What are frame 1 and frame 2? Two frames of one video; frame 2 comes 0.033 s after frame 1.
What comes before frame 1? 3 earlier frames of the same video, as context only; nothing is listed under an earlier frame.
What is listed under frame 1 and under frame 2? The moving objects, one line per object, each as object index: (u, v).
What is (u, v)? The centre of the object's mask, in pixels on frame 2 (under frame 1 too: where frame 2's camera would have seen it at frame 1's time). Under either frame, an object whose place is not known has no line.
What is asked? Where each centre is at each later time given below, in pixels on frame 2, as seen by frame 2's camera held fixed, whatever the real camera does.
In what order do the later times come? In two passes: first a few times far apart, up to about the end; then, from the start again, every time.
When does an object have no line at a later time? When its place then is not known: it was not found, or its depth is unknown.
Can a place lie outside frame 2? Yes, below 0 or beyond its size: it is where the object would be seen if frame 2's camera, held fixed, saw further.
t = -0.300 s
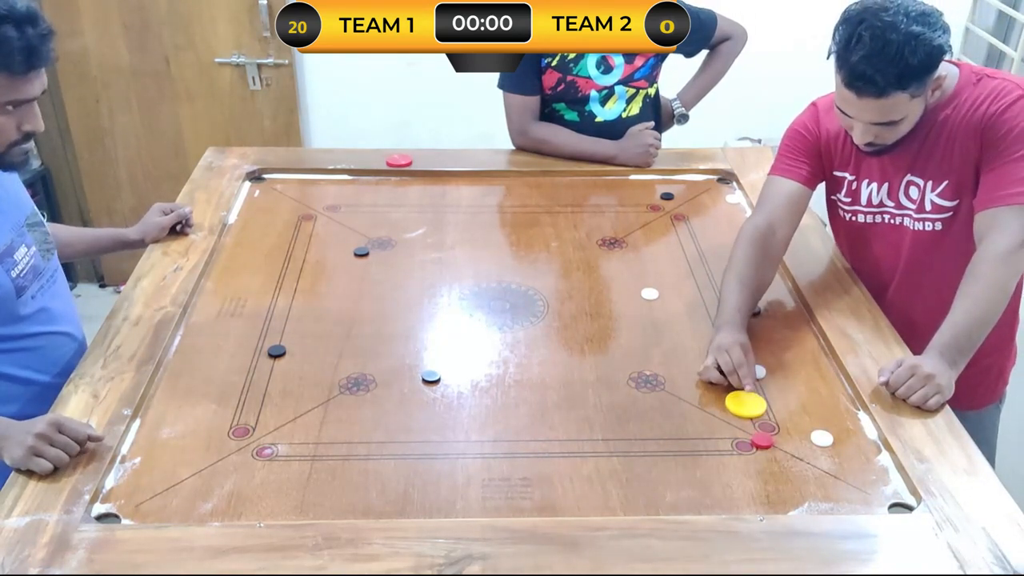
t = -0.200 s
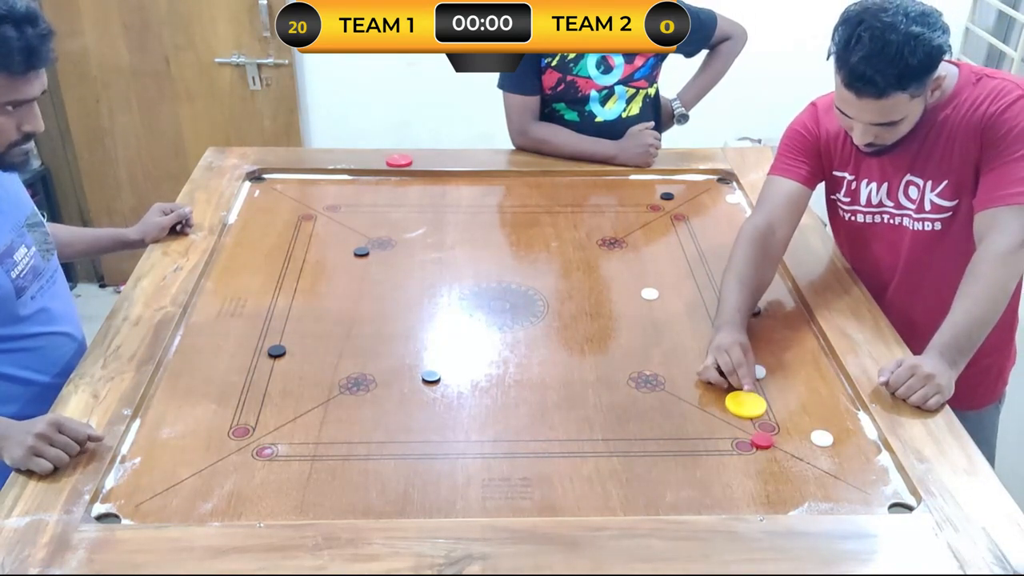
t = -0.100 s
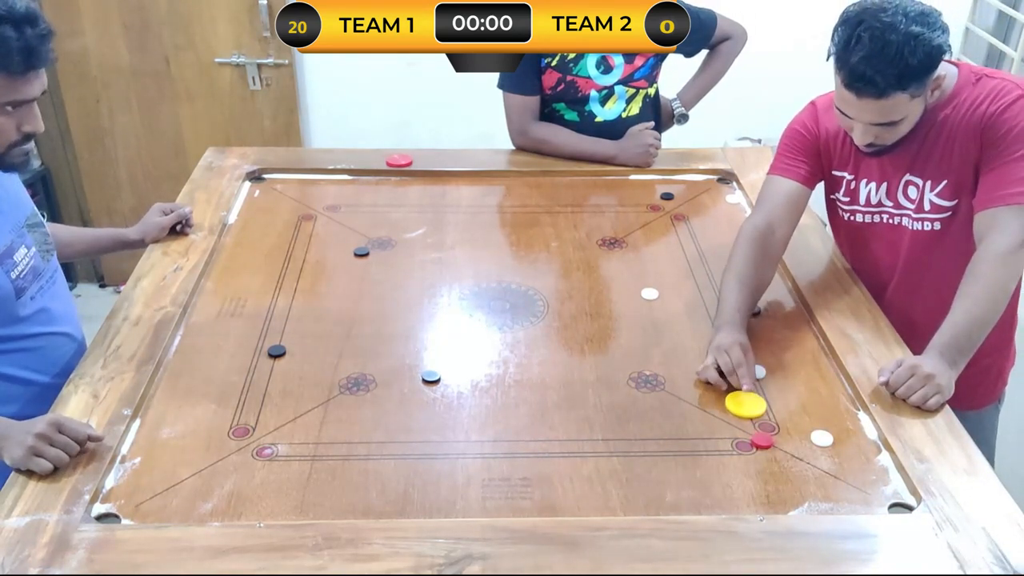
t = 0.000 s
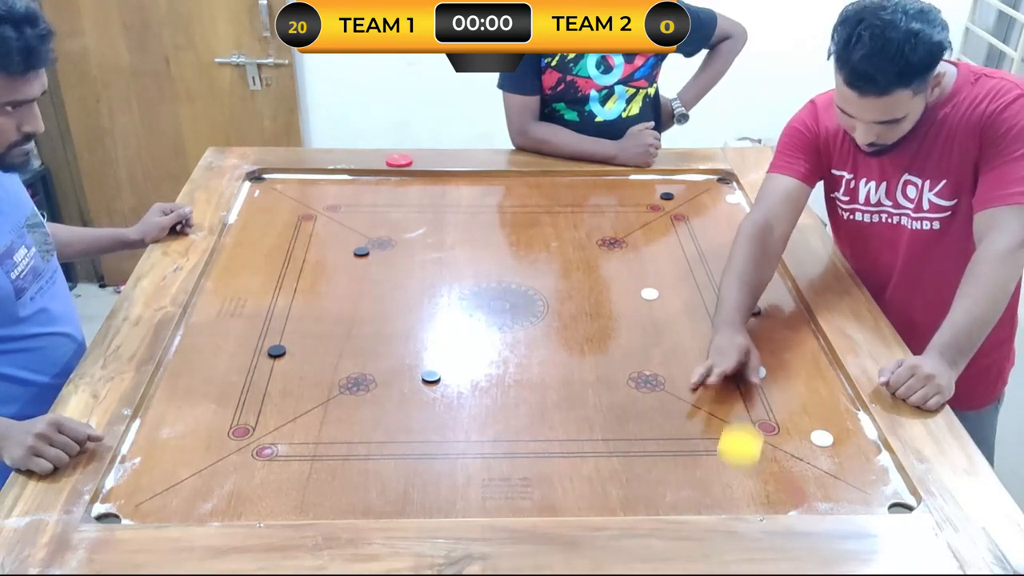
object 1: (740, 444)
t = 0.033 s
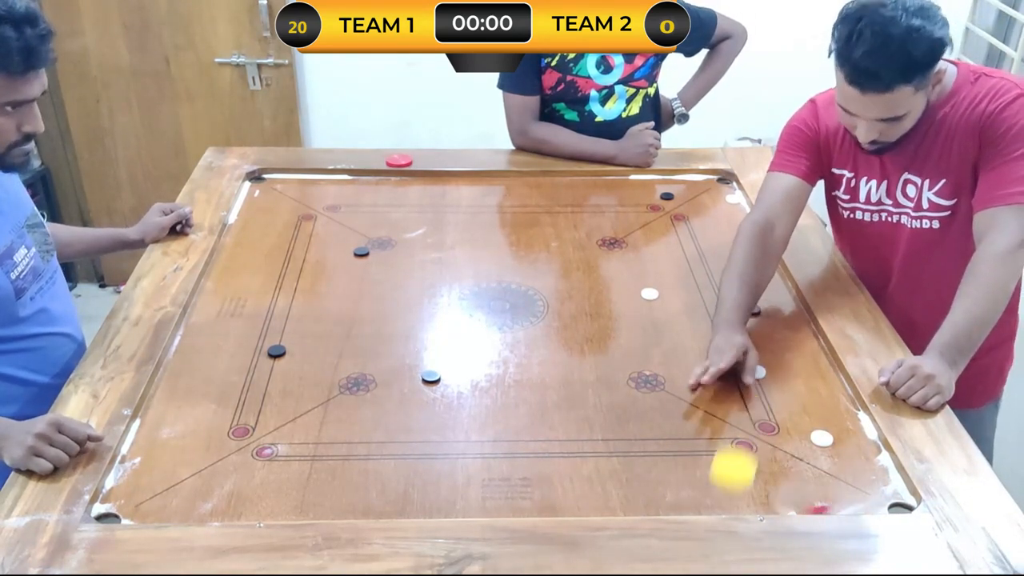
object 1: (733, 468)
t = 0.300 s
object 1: (629, 413)
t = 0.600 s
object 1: (549, 332)
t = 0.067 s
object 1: (726, 493)
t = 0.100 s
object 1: (712, 497)
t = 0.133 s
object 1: (697, 482)
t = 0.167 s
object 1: (682, 467)
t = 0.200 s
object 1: (667, 452)
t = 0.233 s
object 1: (654, 438)
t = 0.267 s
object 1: (641, 425)
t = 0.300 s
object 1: (629, 413)
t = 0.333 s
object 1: (618, 402)
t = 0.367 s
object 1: (607, 391)
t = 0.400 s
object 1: (597, 381)
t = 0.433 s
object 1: (587, 371)
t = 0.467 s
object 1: (579, 362)
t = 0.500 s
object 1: (571, 354)
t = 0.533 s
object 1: (563, 346)
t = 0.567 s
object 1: (556, 339)
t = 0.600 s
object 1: (549, 332)
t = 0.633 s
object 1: (543, 326)
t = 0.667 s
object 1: (538, 320)
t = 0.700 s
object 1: (532, 315)
